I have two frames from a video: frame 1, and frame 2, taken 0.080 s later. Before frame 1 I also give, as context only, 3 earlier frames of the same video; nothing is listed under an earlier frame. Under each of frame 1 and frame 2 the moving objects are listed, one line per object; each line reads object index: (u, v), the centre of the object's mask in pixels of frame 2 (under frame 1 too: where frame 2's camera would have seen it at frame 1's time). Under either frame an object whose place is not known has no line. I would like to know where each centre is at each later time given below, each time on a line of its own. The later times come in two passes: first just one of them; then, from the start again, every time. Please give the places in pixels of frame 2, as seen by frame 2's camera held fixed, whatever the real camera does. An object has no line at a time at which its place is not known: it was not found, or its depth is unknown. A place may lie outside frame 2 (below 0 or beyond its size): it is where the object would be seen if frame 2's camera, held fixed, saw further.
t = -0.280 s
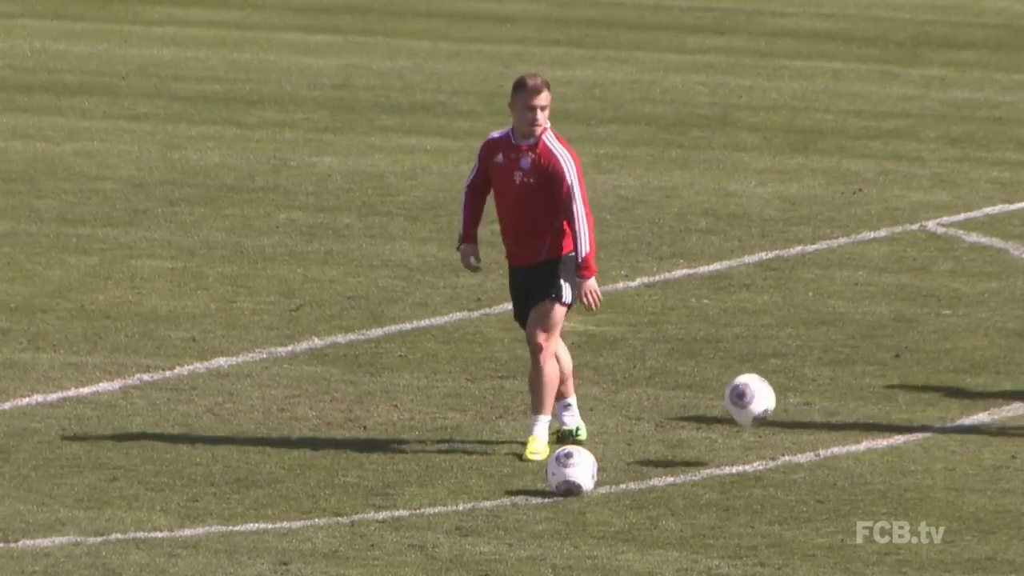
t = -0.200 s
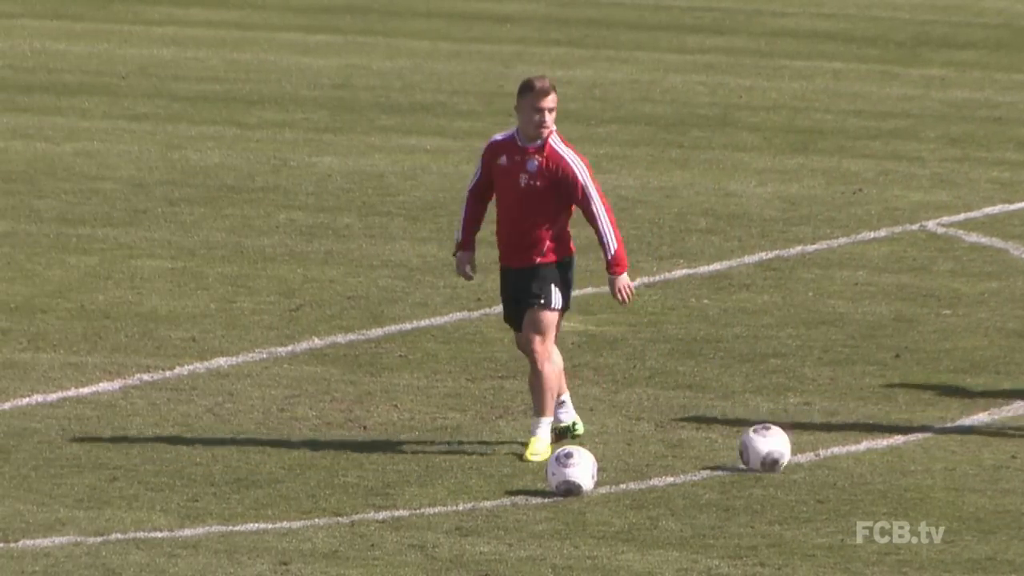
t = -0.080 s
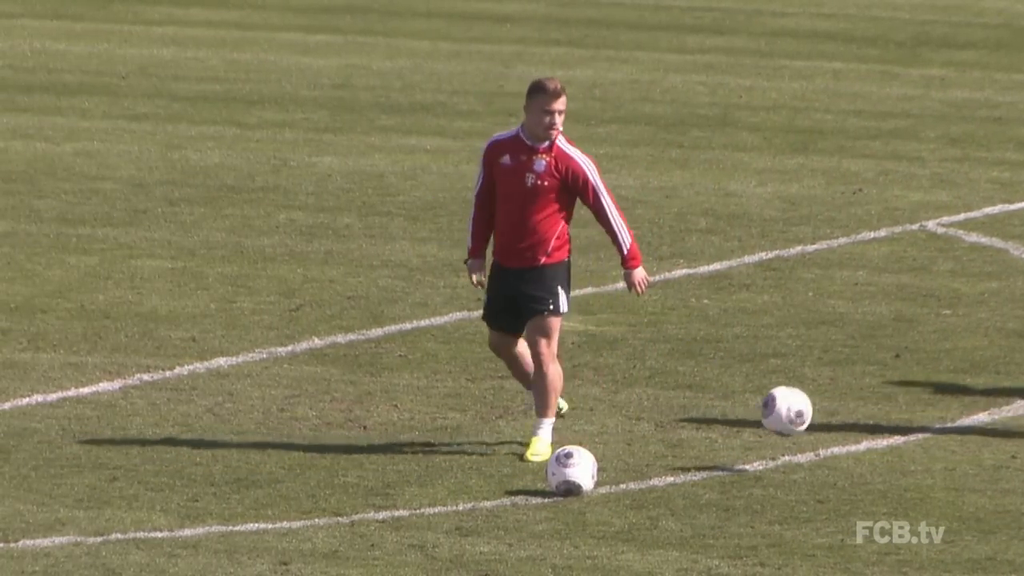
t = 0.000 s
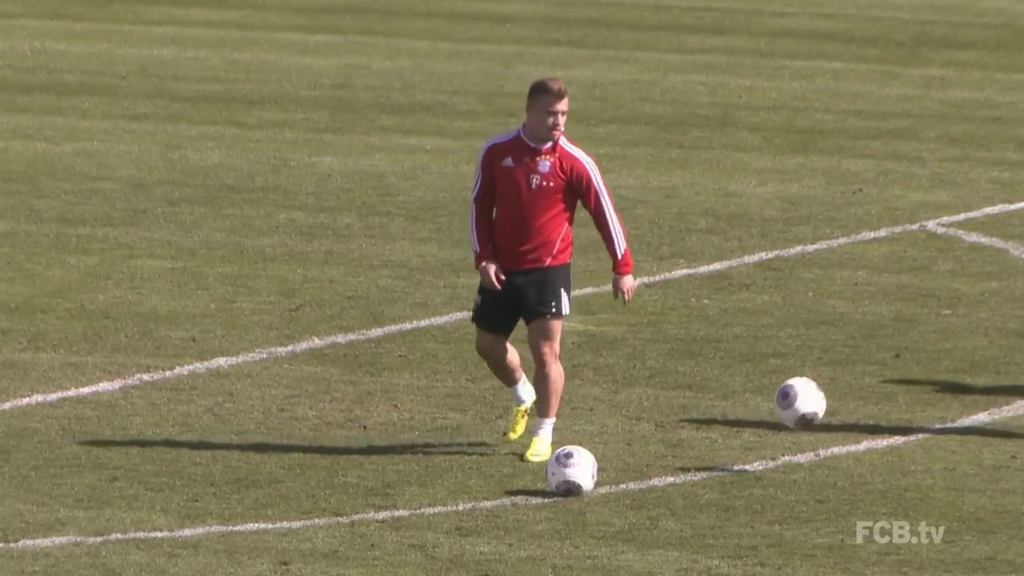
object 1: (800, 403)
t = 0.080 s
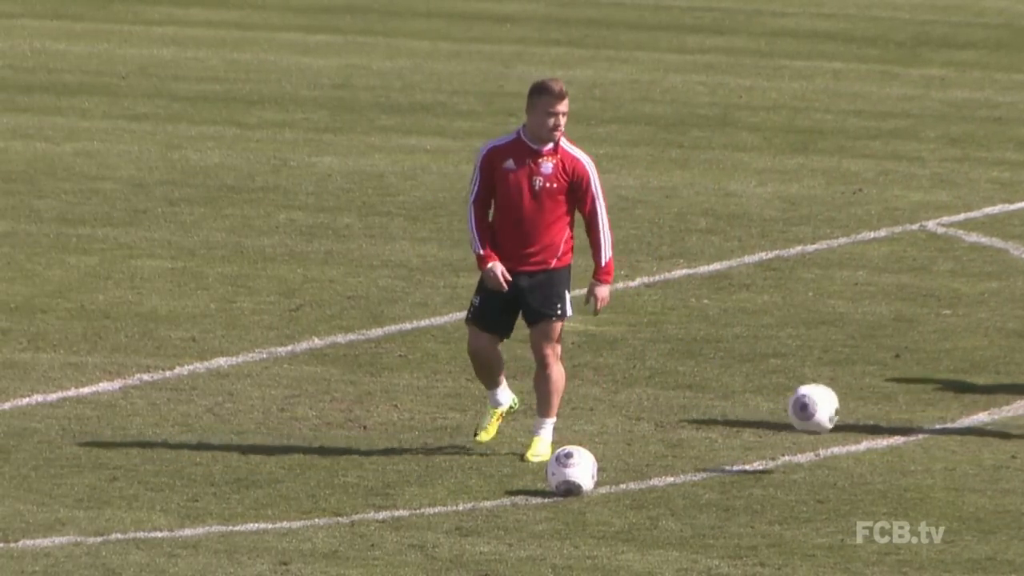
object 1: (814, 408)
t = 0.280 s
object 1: (846, 440)
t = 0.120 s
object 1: (820, 416)
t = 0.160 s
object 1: (828, 428)
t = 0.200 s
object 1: (834, 445)
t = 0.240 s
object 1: (840, 450)
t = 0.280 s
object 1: (846, 440)
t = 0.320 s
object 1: (852, 434)
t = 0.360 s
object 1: (858, 433)
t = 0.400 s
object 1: (864, 434)
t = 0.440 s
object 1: (870, 439)
